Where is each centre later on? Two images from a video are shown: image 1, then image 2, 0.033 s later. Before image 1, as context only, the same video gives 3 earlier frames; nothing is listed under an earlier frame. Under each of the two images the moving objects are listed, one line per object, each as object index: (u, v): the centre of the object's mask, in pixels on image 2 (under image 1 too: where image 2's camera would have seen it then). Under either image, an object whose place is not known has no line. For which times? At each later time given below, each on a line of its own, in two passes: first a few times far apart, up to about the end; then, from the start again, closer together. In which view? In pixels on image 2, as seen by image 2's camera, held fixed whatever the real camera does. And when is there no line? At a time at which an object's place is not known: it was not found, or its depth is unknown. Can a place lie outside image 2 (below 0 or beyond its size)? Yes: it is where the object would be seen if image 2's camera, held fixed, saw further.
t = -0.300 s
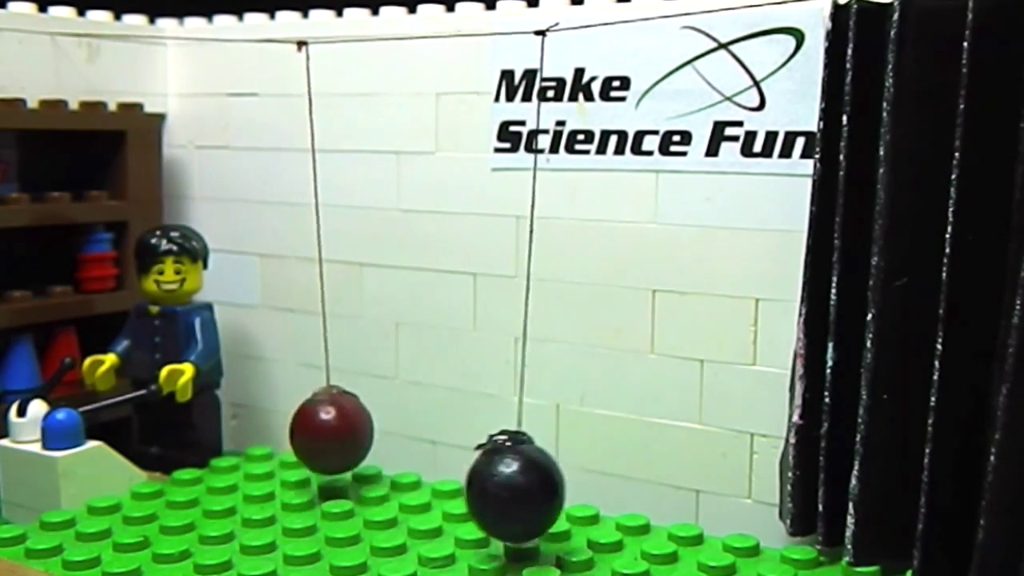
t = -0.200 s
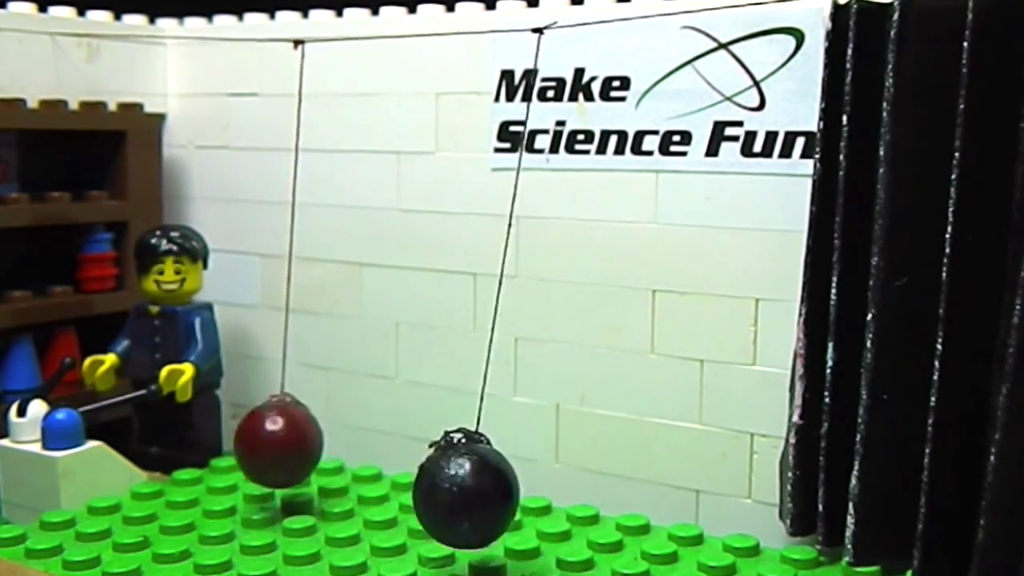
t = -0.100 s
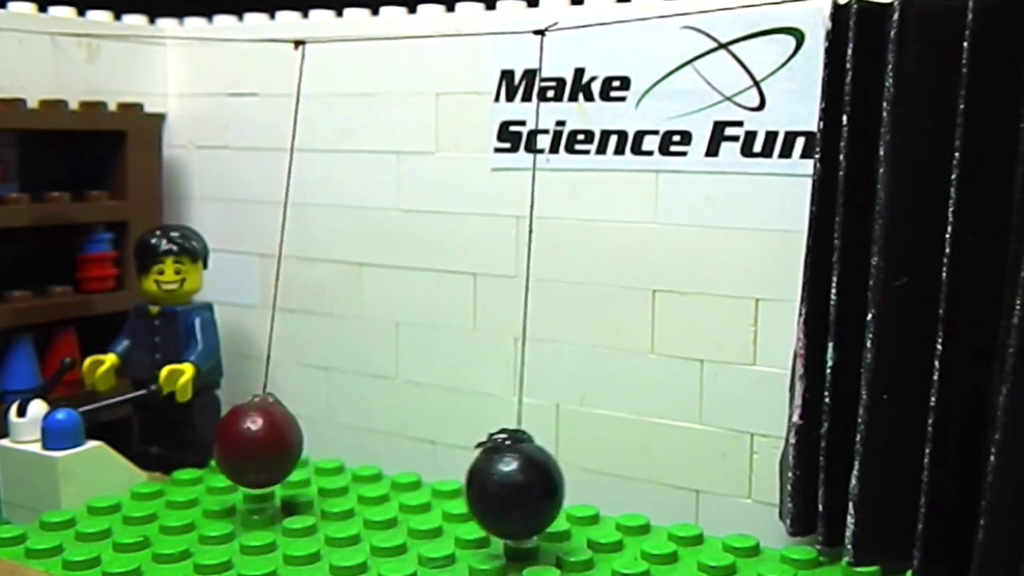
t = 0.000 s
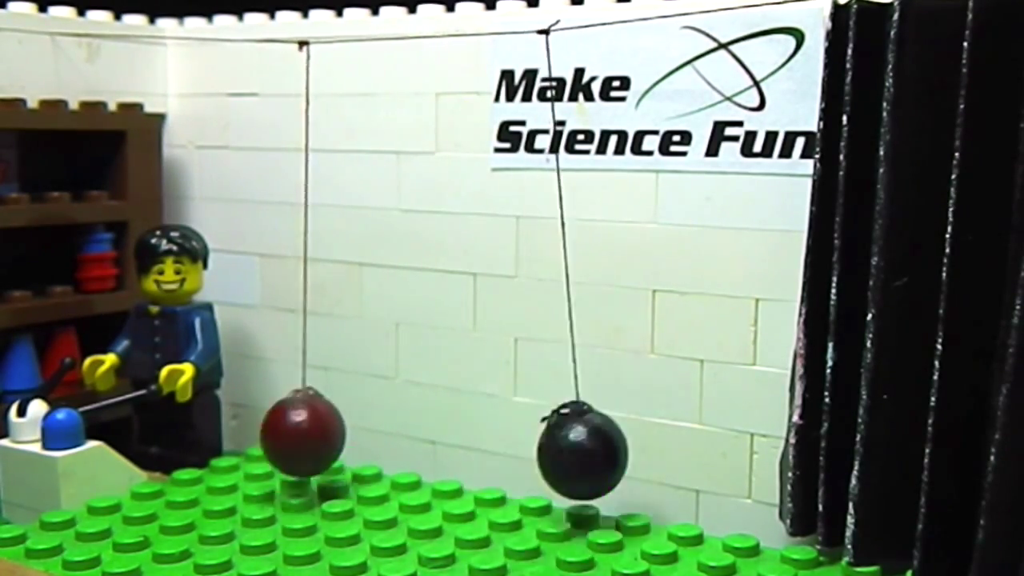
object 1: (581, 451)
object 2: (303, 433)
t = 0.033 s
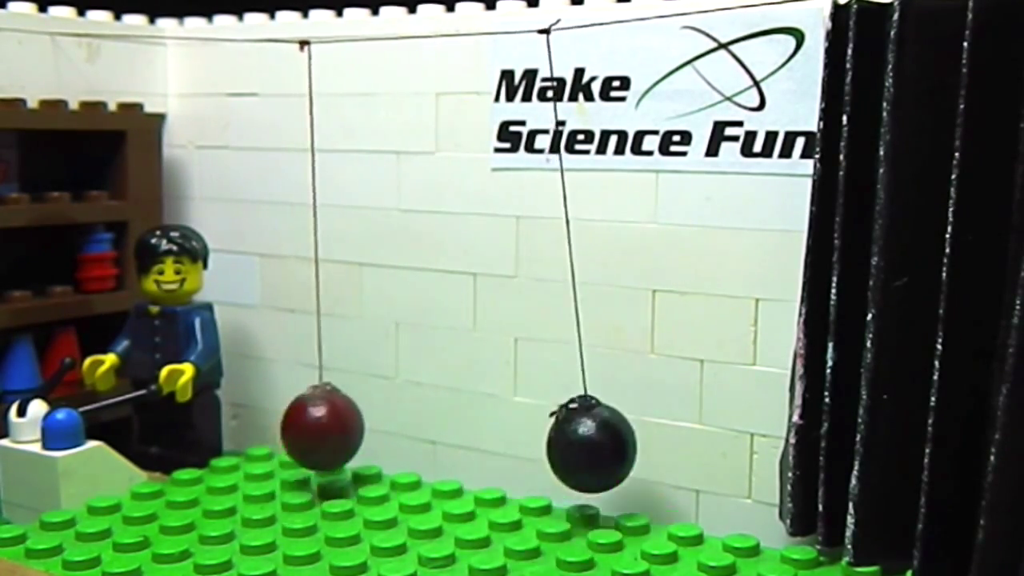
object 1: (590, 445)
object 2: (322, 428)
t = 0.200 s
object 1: (512, 488)
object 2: (335, 431)
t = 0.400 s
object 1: (517, 485)
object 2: (251, 443)
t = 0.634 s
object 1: (560, 469)
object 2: (358, 420)
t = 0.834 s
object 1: (478, 490)
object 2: (252, 443)
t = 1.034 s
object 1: (588, 449)
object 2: (330, 428)
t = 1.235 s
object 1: (488, 490)
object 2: (316, 435)
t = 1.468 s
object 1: (567, 463)
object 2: (281, 440)
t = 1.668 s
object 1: (531, 481)
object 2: (358, 420)
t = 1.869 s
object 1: (505, 487)
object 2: (232, 442)
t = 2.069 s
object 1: (578, 457)
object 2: (358, 420)
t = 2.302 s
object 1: (482, 490)
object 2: (255, 442)
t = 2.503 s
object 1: (576, 459)
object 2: (314, 435)
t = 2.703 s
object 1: (507, 487)
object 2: (339, 425)
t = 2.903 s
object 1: (533, 480)
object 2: (233, 442)
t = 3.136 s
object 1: (542, 476)
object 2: (373, 409)
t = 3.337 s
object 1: (503, 487)
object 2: (229, 442)
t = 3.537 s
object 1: (570, 462)
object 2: (348, 425)
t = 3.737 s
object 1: (499, 488)
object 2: (305, 433)
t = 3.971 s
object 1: (561, 468)
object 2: (289, 442)
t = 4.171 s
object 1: (522, 482)
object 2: (357, 412)
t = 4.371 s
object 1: (526, 482)
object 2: (223, 442)
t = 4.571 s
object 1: (554, 470)
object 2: (367, 412)
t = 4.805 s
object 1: (511, 487)
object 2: (244, 444)
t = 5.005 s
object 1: (555, 471)
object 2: (323, 435)
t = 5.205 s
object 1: (517, 484)
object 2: (331, 423)
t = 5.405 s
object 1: (538, 478)
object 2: (237, 445)
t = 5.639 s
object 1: (532, 478)
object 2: (367, 402)
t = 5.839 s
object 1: (527, 482)
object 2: (230, 444)
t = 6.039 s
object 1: (543, 475)
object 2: (346, 421)
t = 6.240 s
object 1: (525, 483)
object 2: (304, 435)
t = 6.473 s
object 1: (538, 478)
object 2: (290, 443)
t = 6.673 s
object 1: (532, 479)
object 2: (353, 410)
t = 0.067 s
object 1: (590, 446)
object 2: (338, 423)
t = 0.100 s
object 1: (580, 455)
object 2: (349, 421)
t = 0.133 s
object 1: (563, 467)
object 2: (352, 421)
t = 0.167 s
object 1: (539, 480)
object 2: (347, 425)
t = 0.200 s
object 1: (512, 488)
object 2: (335, 431)
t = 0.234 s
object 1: (489, 491)
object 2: (316, 436)
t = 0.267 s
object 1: (472, 491)
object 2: (295, 441)
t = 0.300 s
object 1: (467, 490)
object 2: (274, 443)
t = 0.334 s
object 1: (474, 491)
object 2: (258, 443)
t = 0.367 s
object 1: (493, 489)
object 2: (250, 443)
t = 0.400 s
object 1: (517, 485)
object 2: (251, 443)
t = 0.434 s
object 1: (543, 475)
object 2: (263, 442)
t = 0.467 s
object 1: (565, 463)
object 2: (282, 438)
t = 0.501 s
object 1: (581, 452)
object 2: (304, 434)
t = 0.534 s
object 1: (589, 447)
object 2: (326, 428)
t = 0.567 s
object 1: (588, 449)
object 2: (344, 423)
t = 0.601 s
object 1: (578, 457)
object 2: (355, 419)
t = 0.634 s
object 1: (560, 469)
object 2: (358, 420)
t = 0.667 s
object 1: (536, 480)
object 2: (352, 423)
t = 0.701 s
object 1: (511, 488)
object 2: (337, 429)
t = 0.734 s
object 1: (488, 491)
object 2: (317, 436)
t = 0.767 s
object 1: (474, 491)
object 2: (292, 441)
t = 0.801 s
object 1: (470, 490)
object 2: (269, 443)
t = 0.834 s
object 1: (478, 490)
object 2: (252, 443)
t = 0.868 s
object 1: (496, 489)
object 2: (244, 443)
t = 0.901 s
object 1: (520, 483)
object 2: (246, 442)
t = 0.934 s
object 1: (545, 474)
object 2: (260, 442)
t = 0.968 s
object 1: (566, 463)
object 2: (281, 439)
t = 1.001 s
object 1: (581, 453)
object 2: (306, 434)
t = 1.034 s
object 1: (588, 449)
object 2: (330, 428)
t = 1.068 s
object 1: (585, 451)
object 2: (349, 422)
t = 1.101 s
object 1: (575, 459)
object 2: (360, 418)
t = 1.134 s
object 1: (556, 471)
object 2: (362, 418)
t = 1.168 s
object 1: (533, 481)
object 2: (355, 422)
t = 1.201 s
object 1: (509, 488)
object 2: (339, 428)
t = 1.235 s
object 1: (488, 490)
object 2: (316, 435)
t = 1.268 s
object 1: (476, 491)
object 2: (289, 440)
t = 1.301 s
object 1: (473, 490)
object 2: (264, 443)
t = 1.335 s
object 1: (482, 490)
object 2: (246, 443)
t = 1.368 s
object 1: (500, 488)
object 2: (237, 443)
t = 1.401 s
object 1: (523, 483)
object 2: (242, 443)
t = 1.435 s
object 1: (547, 473)
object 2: (257, 442)
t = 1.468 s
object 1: (567, 463)
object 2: (281, 440)
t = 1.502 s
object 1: (580, 455)
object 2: (308, 435)
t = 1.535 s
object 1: (585, 452)
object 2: (334, 428)
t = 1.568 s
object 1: (582, 454)
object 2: (354, 420)
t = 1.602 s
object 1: (571, 462)
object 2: (365, 416)
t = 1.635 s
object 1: (553, 472)
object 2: (367, 416)
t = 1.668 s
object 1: (531, 481)
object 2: (358, 420)
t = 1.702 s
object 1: (508, 488)
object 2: (339, 427)
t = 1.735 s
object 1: (489, 490)
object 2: (314, 435)
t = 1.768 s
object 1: (478, 491)
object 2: (285, 440)
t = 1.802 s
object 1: (478, 490)
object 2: (259, 442)
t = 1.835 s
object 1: (487, 489)
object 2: (240, 442)
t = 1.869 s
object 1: (505, 487)
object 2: (232, 442)
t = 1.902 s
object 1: (526, 482)
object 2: (237, 442)
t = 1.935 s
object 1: (549, 473)
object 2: (256, 442)
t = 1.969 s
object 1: (566, 464)
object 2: (281, 441)
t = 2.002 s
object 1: (578, 457)
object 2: (311, 435)
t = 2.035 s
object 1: (582, 454)
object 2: (338, 427)
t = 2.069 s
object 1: (578, 457)
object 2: (358, 420)
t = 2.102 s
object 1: (567, 464)
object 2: (369, 414)
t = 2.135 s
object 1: (549, 474)
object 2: (370, 414)
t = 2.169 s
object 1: (528, 482)
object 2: (359, 419)
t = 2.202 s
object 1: (507, 487)
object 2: (339, 426)
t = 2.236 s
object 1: (491, 490)
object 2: (312, 435)
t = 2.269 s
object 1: (482, 490)
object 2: (282, 440)
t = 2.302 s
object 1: (482, 490)
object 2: (255, 442)
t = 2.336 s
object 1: (492, 489)
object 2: (234, 442)
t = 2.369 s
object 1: (509, 486)
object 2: (227, 441)
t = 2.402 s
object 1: (530, 480)
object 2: (235, 442)
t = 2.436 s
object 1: (550, 473)
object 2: (255, 443)
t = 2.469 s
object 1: (566, 465)
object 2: (283, 441)
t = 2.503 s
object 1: (576, 459)
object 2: (314, 435)
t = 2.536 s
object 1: (579, 457)
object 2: (342, 426)
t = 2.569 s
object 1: (574, 460)
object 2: (362, 418)
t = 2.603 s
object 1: (562, 467)
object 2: (373, 412)
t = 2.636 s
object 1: (546, 475)
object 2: (372, 411)
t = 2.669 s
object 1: (526, 482)
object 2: (360, 417)
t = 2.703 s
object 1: (507, 487)
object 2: (339, 425)
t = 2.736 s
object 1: (493, 489)
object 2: (310, 434)
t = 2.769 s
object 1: (486, 490)
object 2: (278, 440)
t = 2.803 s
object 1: (488, 490)
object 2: (251, 442)
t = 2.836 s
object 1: (498, 488)
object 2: (231, 441)
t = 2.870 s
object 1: (514, 485)
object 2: (225, 441)
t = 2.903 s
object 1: (533, 480)
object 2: (233, 442)
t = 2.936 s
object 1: (551, 473)
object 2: (256, 443)
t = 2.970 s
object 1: (565, 466)
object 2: (285, 441)
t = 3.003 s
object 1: (573, 461)
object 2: (317, 435)
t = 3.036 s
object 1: (575, 460)
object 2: (345, 426)
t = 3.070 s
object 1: (570, 463)
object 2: (365, 416)
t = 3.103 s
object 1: (558, 469)
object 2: (375, 410)
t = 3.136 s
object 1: (542, 476)
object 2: (373, 409)
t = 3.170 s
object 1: (524, 483)
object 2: (360, 415)
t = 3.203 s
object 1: (508, 487)
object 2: (337, 424)
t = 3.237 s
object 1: (496, 489)
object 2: (307, 434)
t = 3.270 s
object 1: (491, 489)
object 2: (275, 440)
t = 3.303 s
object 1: (493, 489)
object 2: (247, 442)
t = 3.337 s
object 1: (503, 487)
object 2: (229, 442)
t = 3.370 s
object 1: (518, 484)
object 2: (223, 441)
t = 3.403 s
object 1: (535, 479)
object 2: (233, 442)
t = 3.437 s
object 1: (551, 473)
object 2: (256, 444)
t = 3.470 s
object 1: (563, 467)
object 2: (287, 442)
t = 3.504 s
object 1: (570, 463)
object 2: (320, 435)
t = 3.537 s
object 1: (570, 462)
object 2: (348, 425)
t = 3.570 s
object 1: (564, 465)
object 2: (367, 414)
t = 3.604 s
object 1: (553, 471)
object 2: (376, 408)
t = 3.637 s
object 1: (539, 477)
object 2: (373, 407)
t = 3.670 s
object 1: (523, 482)
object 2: (359, 413)
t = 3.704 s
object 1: (509, 486)
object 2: (335, 423)
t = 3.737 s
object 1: (499, 488)
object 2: (305, 433)
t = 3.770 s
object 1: (496, 489)
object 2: (273, 440)
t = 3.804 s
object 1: (499, 488)
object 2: (245, 443)
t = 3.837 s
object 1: (509, 486)
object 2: (227, 442)
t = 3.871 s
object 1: (522, 483)
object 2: (223, 441)
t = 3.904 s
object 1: (537, 479)
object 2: (233, 443)
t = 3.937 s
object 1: (550, 474)
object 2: (258, 444)
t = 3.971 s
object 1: (561, 468)
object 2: (289, 442)
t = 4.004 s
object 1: (565, 466)
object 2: (322, 435)
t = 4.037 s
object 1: (565, 466)
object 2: (349, 424)
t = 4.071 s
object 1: (559, 468)
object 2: (368, 413)
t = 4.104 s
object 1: (549, 472)
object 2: (375, 406)
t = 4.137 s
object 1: (536, 478)
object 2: (372, 406)
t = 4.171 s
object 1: (522, 482)
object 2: (357, 412)
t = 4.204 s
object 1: (511, 486)
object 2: (334, 423)
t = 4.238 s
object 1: (504, 488)
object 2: (303, 433)
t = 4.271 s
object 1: (502, 488)
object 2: (272, 441)
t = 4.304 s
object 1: (506, 487)
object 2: (244, 443)
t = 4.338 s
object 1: (514, 486)
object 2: (226, 443)
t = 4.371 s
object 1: (526, 482)
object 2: (223, 442)
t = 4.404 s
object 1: (538, 478)
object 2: (234, 443)
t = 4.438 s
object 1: (549, 474)
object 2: (259, 445)
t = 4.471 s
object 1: (557, 470)
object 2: (290, 443)
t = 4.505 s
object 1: (561, 468)
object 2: (323, 435)
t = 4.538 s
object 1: (559, 468)
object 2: (349, 424)
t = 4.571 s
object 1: (554, 470)
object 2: (367, 412)
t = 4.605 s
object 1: (545, 474)
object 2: (374, 404)
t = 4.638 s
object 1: (534, 478)
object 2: (370, 404)
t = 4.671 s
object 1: (523, 482)
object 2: (356, 412)
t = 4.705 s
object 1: (514, 485)
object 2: (332, 423)
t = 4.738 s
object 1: (509, 487)
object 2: (303, 434)
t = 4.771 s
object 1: (508, 487)
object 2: (271, 441)
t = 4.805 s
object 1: (511, 487)
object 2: (244, 444)
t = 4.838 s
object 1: (519, 484)
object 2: (227, 443)
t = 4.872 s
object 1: (529, 481)
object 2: (224, 443)
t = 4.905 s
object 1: (539, 478)
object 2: (236, 444)
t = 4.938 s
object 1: (547, 475)
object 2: (261, 446)
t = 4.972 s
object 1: (553, 472)
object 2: (291, 443)
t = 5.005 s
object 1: (555, 471)
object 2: (323, 435)
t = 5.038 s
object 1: (554, 471)
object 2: (349, 422)
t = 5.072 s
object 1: (549, 472)
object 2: (366, 410)
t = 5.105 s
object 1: (541, 475)
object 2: (373, 403)
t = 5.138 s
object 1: (533, 478)
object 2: (369, 403)
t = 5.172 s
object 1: (524, 481)
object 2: (354, 411)
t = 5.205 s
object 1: (517, 484)
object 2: (331, 423)
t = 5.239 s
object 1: (514, 486)
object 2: (302, 434)
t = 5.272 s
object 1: (514, 486)
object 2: (272, 442)
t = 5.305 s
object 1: (517, 485)
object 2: (246, 444)
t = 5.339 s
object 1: (523, 483)
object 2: (229, 443)
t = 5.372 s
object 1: (531, 481)
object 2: (226, 443)
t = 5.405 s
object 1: (538, 478)
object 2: (237, 445)
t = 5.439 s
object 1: (545, 476)
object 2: (261, 446)
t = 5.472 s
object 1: (549, 474)
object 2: (292, 443)
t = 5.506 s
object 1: (550, 473)
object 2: (322, 434)
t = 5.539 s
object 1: (548, 473)
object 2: (348, 421)
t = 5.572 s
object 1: (544, 474)
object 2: (364, 409)
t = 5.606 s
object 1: (538, 476)
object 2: (371, 401)
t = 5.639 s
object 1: (532, 478)
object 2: (367, 402)
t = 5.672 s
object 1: (526, 481)
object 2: (353, 410)
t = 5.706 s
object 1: (521, 483)
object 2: (331, 423)
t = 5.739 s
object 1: (520, 484)
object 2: (303, 435)
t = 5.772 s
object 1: (520, 485)
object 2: (273, 442)
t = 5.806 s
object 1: (523, 484)
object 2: (247, 445)
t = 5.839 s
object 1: (527, 482)
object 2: (230, 444)
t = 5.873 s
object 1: (532, 480)
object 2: (227, 443)
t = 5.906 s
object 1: (537, 478)
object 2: (238, 444)
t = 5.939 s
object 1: (541, 477)
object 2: (262, 446)
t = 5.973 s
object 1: (544, 476)
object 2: (291, 443)
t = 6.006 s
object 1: (544, 475)
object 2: (321, 434)
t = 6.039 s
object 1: (543, 475)
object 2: (346, 421)
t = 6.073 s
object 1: (540, 476)
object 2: (362, 408)
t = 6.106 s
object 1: (536, 476)
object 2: (369, 400)
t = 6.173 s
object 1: (529, 480)
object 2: (353, 410)
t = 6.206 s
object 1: (526, 482)
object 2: (332, 423)
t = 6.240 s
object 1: (525, 483)
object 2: (304, 435)
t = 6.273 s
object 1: (526, 483)
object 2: (274, 443)
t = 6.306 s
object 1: (528, 482)
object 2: (249, 445)
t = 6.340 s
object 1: (530, 481)
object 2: (231, 444)
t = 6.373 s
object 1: (533, 480)
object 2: (228, 443)
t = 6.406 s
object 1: (536, 479)
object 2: (239, 445)
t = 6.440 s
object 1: (537, 478)
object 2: (261, 446)
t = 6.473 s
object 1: (538, 478)
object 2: (290, 443)
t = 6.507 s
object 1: (538, 478)
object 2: (319, 433)
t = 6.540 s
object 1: (538, 477)
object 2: (344, 419)
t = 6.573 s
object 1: (536, 477)
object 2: (361, 407)
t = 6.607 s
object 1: (535, 477)
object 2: (368, 399)
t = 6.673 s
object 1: (532, 479)
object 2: (353, 410)
